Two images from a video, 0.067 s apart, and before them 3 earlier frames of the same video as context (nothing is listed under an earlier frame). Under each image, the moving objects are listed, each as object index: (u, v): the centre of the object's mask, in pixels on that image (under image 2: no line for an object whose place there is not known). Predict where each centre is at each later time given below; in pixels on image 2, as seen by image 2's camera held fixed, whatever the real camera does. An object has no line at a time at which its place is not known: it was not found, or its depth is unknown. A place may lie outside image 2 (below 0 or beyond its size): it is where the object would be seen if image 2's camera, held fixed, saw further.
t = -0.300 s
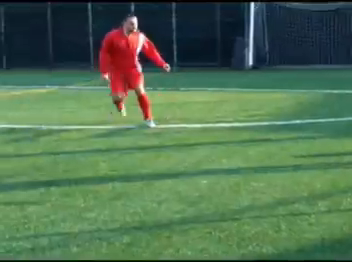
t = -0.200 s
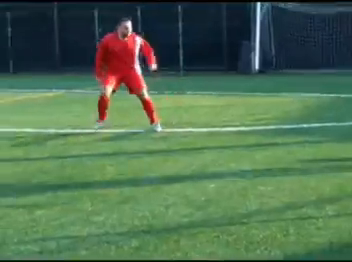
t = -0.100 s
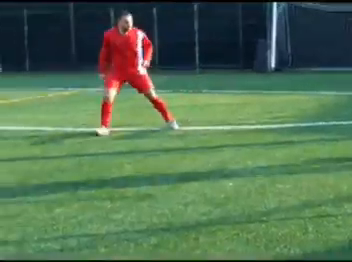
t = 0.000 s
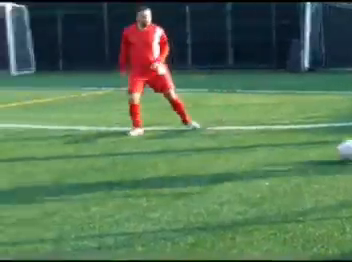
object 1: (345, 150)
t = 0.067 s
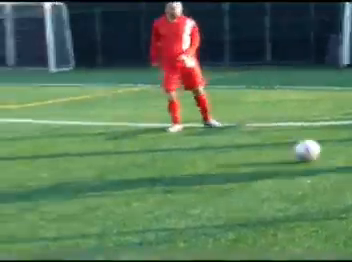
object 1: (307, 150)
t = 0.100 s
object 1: (265, 153)
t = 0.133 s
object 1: (224, 155)
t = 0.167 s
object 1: (185, 156)
